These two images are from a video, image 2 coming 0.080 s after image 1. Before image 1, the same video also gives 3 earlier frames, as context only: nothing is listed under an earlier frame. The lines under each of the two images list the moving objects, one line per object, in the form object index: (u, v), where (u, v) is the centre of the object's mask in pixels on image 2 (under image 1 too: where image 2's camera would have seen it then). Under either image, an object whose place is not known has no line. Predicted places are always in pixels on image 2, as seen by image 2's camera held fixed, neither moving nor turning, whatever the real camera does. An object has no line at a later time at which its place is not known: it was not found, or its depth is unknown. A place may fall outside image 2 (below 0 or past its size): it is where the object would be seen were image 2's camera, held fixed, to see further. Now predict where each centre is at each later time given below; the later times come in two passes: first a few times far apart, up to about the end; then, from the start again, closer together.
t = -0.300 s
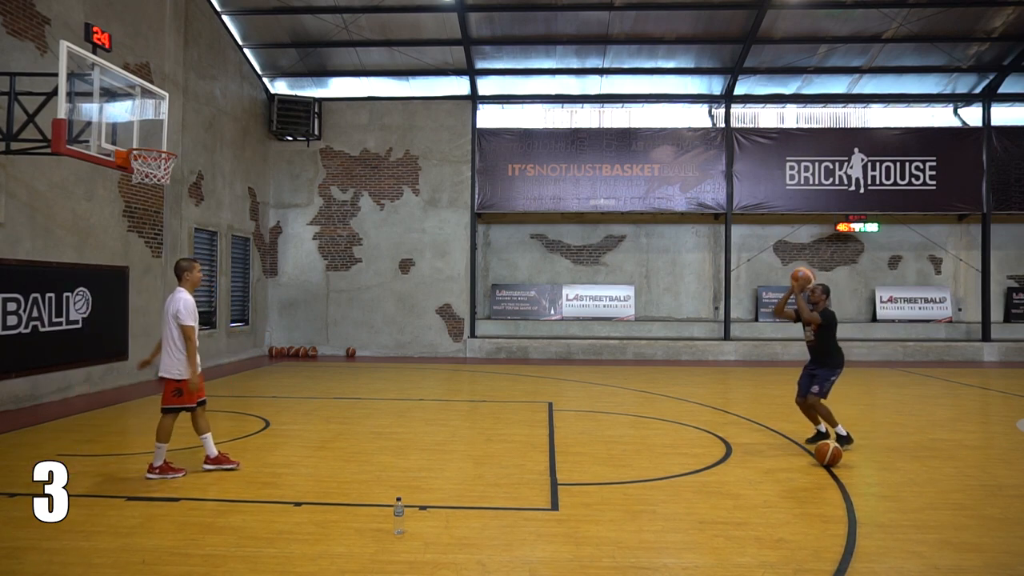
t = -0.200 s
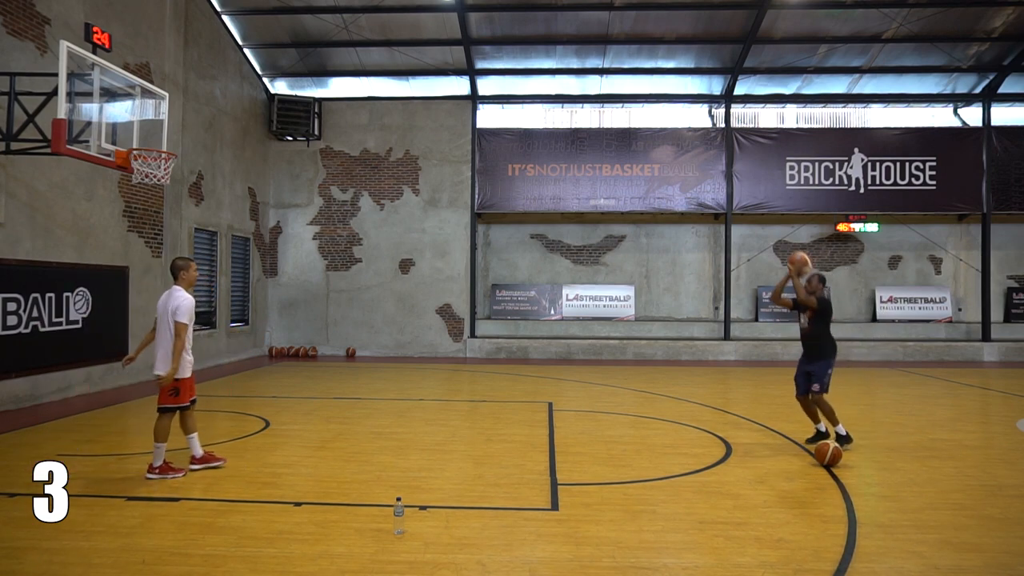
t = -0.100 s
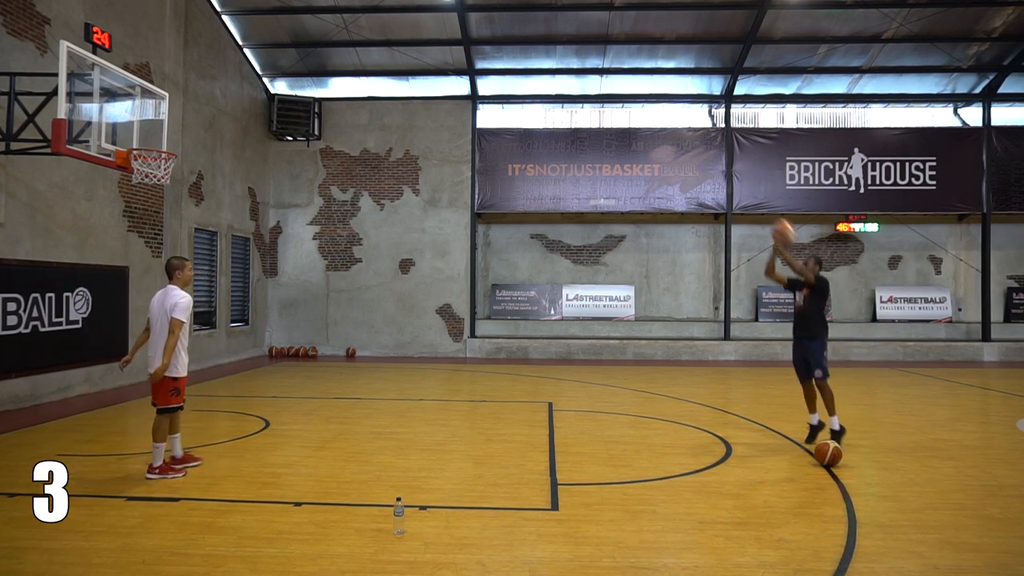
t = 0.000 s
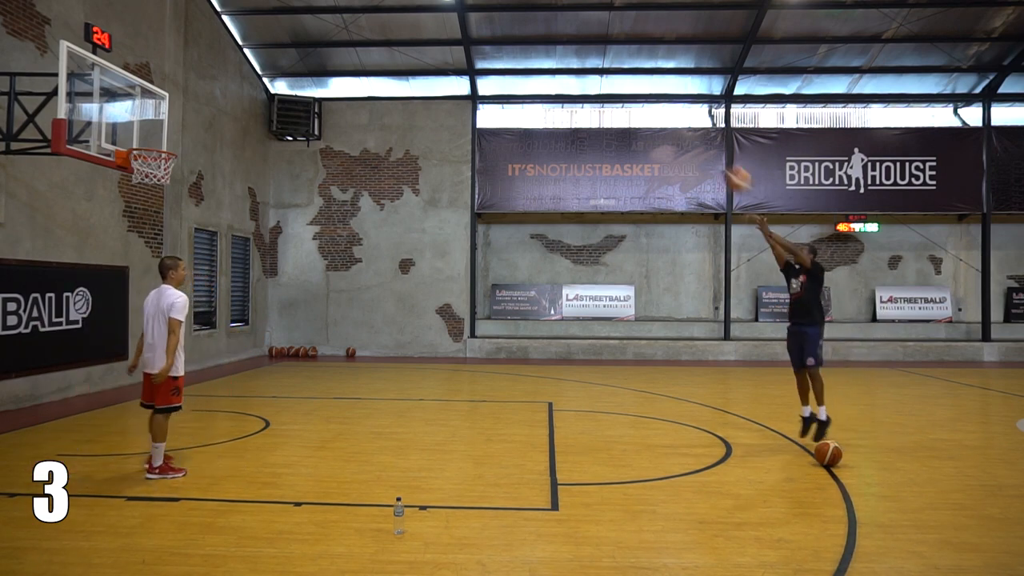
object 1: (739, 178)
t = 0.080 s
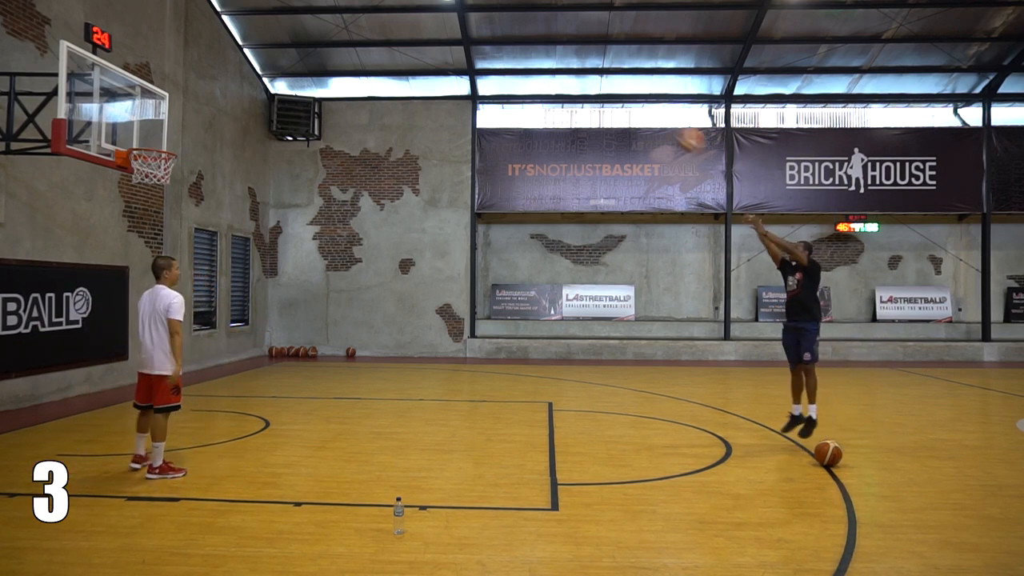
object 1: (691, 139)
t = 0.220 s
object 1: (610, 83)
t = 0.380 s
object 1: (521, 44)
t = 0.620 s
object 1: (391, 29)
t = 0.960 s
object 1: (217, 95)
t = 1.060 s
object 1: (167, 134)
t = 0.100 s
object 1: (682, 133)
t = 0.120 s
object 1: (669, 125)
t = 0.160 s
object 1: (644, 103)
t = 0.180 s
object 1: (634, 98)
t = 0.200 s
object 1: (623, 92)
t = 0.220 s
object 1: (610, 83)
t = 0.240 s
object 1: (599, 76)
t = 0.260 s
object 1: (588, 71)
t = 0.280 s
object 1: (577, 66)
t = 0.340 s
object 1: (543, 51)
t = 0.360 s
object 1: (532, 47)
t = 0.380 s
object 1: (521, 44)
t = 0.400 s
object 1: (510, 41)
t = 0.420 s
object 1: (499, 38)
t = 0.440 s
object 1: (487, 35)
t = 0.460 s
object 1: (476, 33)
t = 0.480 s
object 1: (466, 32)
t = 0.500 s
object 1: (456, 30)
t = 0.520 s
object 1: (445, 29)
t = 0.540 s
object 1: (434, 28)
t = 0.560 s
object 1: (423, 28)
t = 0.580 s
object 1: (413, 28)
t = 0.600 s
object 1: (402, 28)
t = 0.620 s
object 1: (391, 29)
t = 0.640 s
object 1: (380, 30)
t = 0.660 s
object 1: (371, 32)
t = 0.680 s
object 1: (360, 33)
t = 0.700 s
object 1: (350, 36)
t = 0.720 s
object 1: (340, 38)
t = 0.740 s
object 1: (329, 41)
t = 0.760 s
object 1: (319, 45)
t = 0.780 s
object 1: (309, 48)
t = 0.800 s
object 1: (298, 52)
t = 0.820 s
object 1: (288, 57)
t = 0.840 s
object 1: (278, 60)
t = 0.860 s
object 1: (269, 65)
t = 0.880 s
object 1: (257, 71)
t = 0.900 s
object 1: (247, 77)
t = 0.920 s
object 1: (237, 83)
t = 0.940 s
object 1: (227, 88)
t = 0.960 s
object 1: (217, 95)
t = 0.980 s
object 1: (208, 102)
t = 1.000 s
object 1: (198, 110)
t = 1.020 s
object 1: (186, 117)
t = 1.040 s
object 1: (178, 125)
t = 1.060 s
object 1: (167, 134)
